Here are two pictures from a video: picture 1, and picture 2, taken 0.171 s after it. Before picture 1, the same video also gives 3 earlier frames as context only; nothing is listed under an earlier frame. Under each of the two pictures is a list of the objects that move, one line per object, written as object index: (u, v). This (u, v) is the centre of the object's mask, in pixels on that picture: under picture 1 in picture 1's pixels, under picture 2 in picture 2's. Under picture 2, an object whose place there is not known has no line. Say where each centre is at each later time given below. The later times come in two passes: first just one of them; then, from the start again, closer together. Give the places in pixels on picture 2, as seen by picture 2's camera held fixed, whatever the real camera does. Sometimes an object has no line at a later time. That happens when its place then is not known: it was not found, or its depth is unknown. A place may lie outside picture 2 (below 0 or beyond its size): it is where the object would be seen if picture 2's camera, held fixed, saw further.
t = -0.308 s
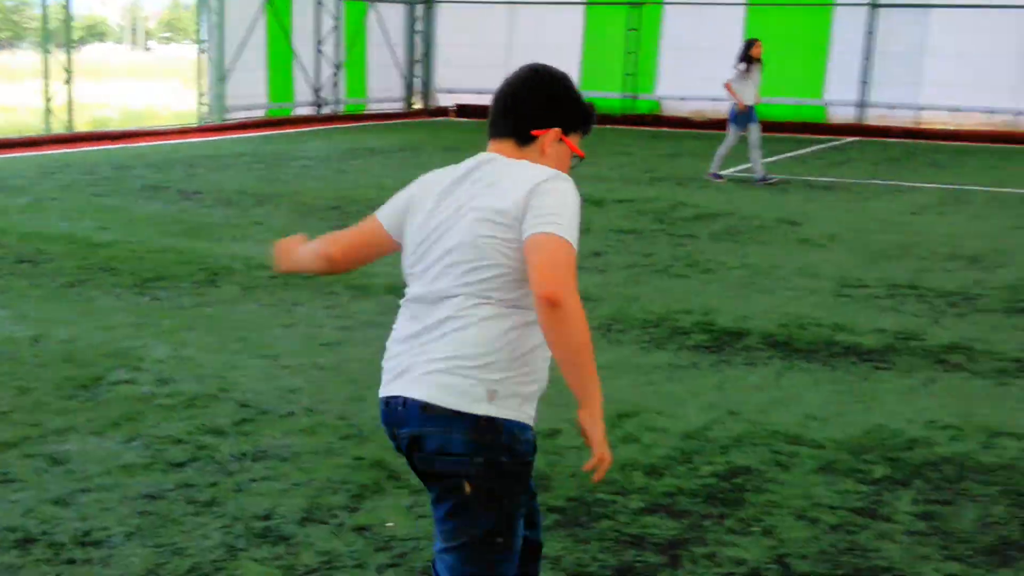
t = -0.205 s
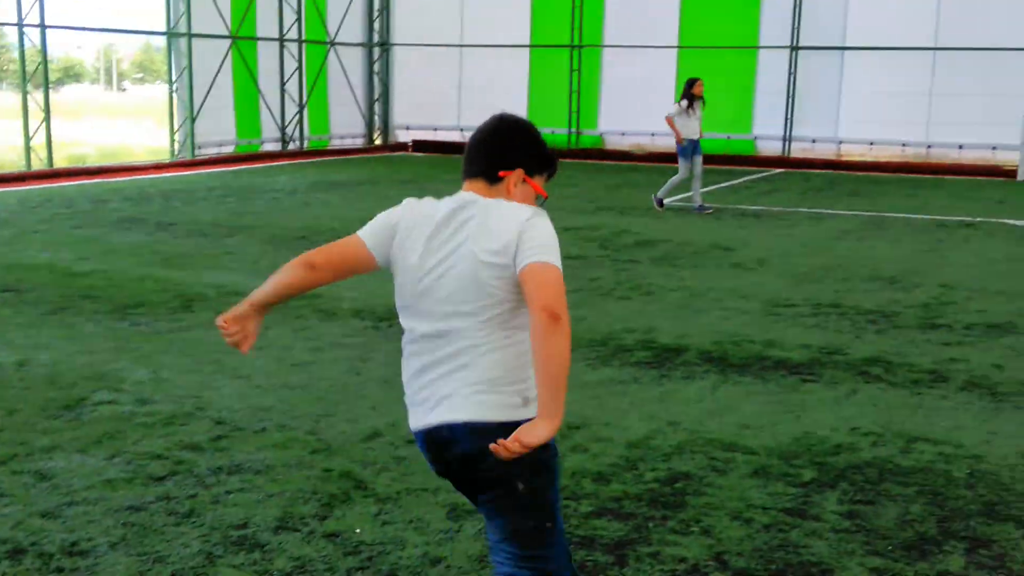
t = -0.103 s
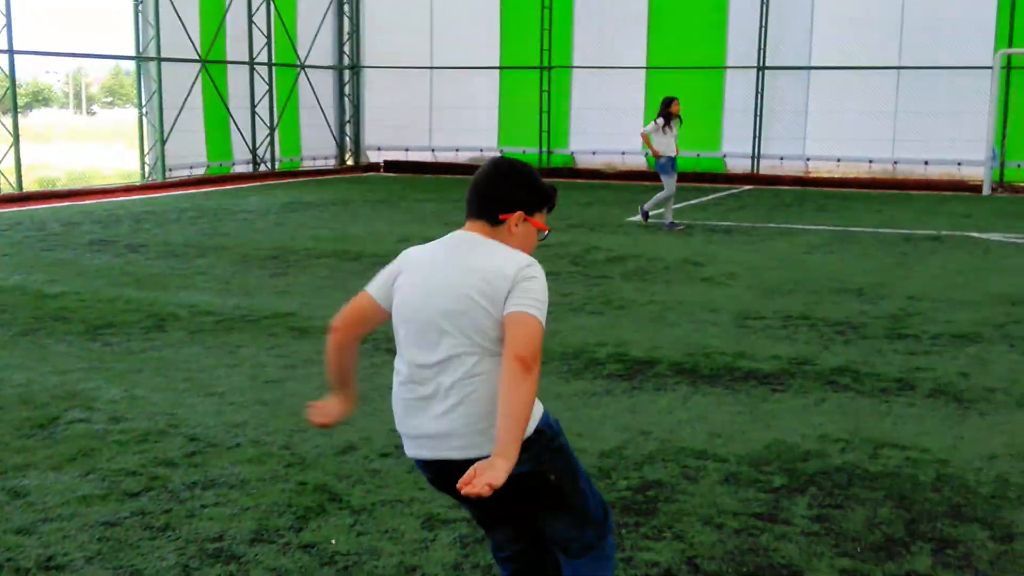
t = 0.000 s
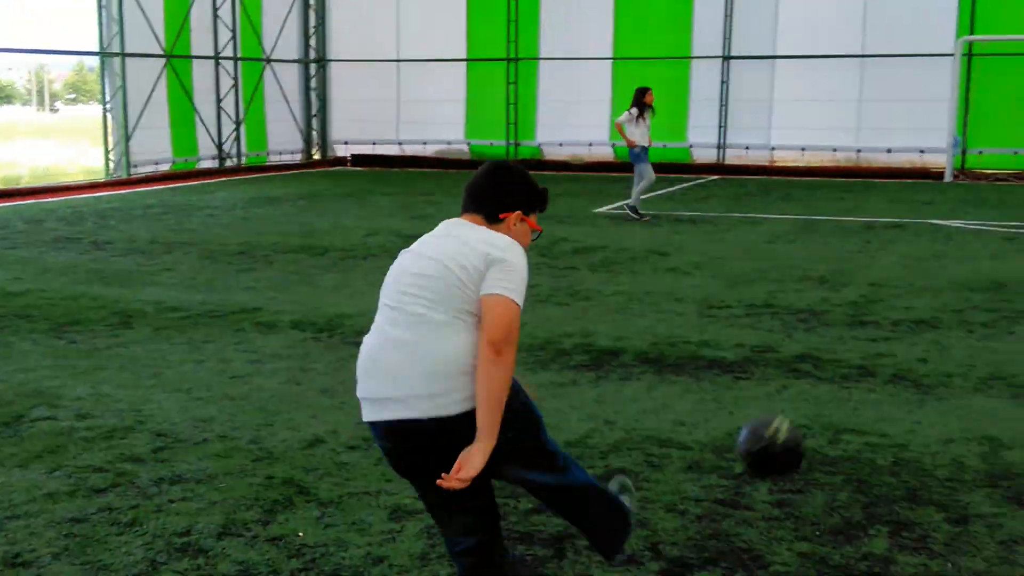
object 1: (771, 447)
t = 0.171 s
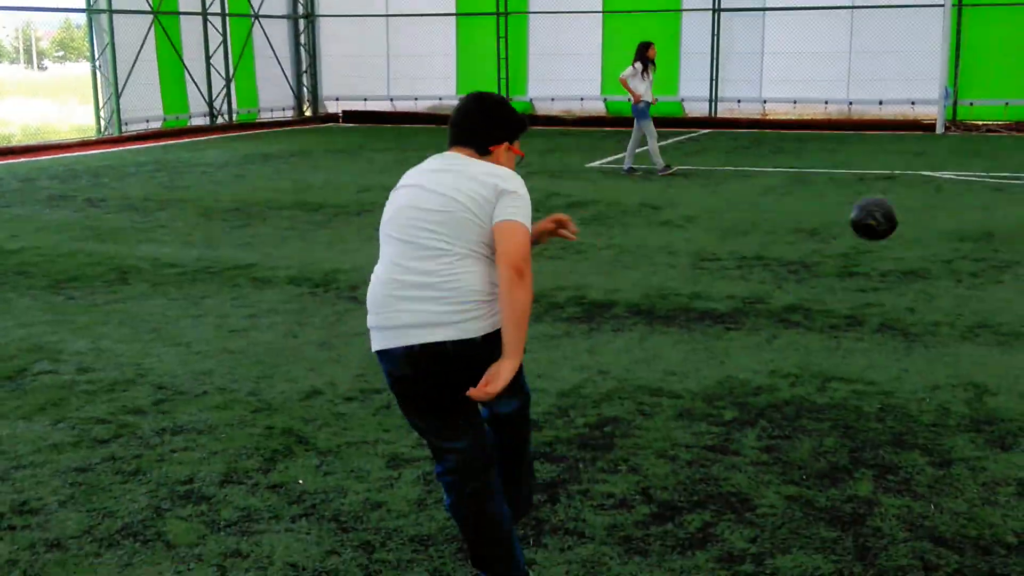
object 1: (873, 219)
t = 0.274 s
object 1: (910, 172)
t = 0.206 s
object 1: (887, 199)
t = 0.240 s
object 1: (901, 185)
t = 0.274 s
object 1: (910, 172)
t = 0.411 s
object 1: (943, 143)
